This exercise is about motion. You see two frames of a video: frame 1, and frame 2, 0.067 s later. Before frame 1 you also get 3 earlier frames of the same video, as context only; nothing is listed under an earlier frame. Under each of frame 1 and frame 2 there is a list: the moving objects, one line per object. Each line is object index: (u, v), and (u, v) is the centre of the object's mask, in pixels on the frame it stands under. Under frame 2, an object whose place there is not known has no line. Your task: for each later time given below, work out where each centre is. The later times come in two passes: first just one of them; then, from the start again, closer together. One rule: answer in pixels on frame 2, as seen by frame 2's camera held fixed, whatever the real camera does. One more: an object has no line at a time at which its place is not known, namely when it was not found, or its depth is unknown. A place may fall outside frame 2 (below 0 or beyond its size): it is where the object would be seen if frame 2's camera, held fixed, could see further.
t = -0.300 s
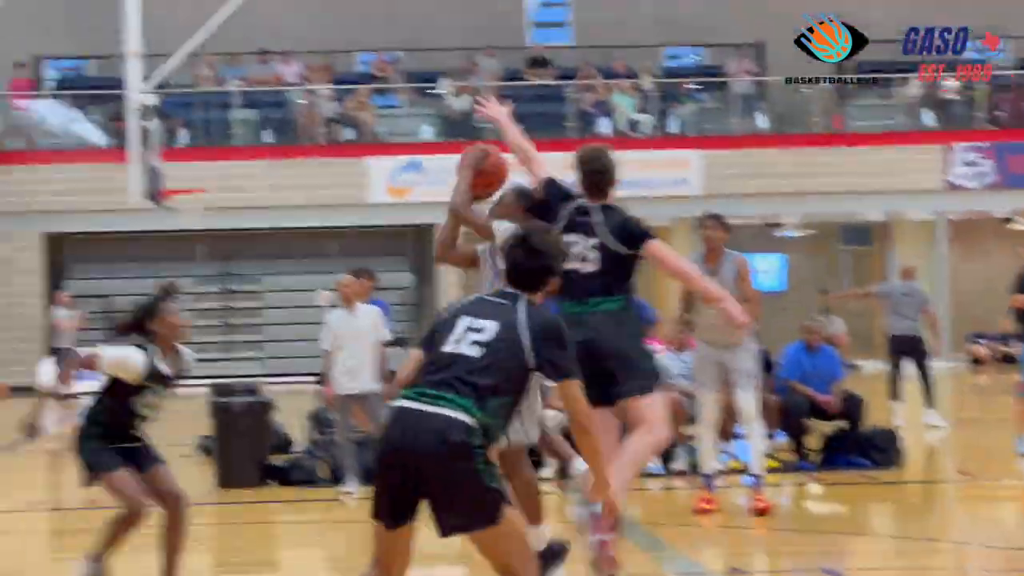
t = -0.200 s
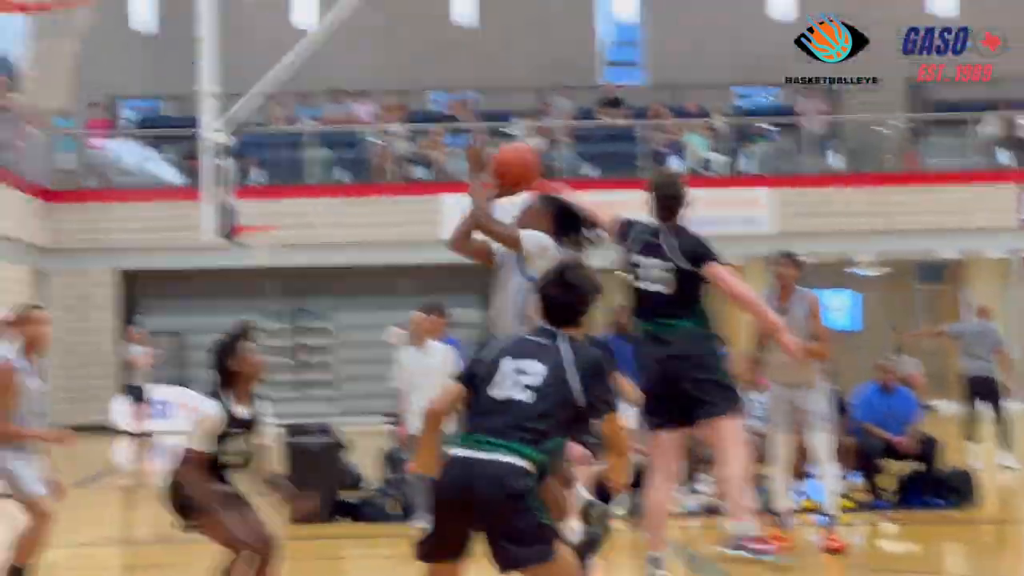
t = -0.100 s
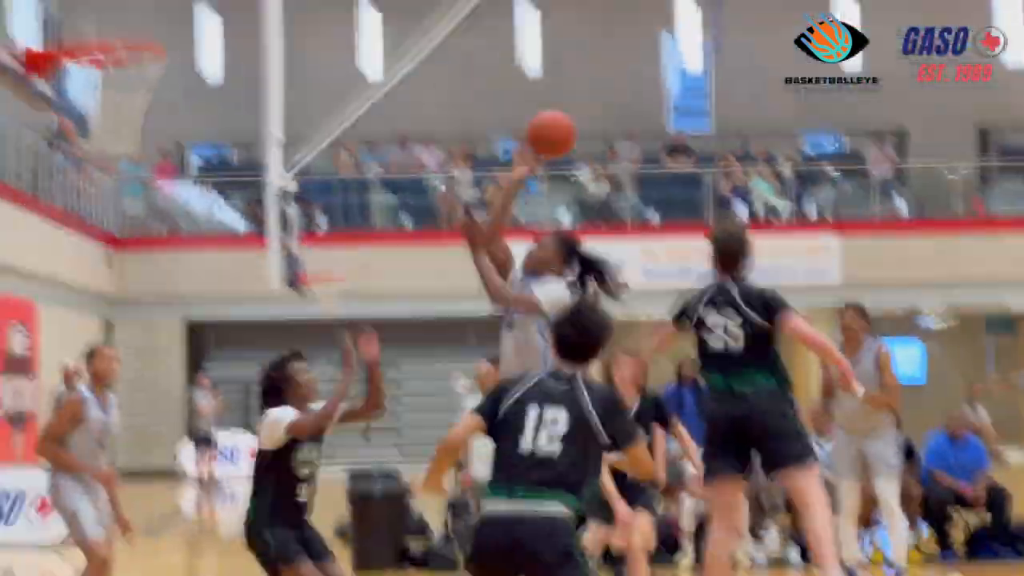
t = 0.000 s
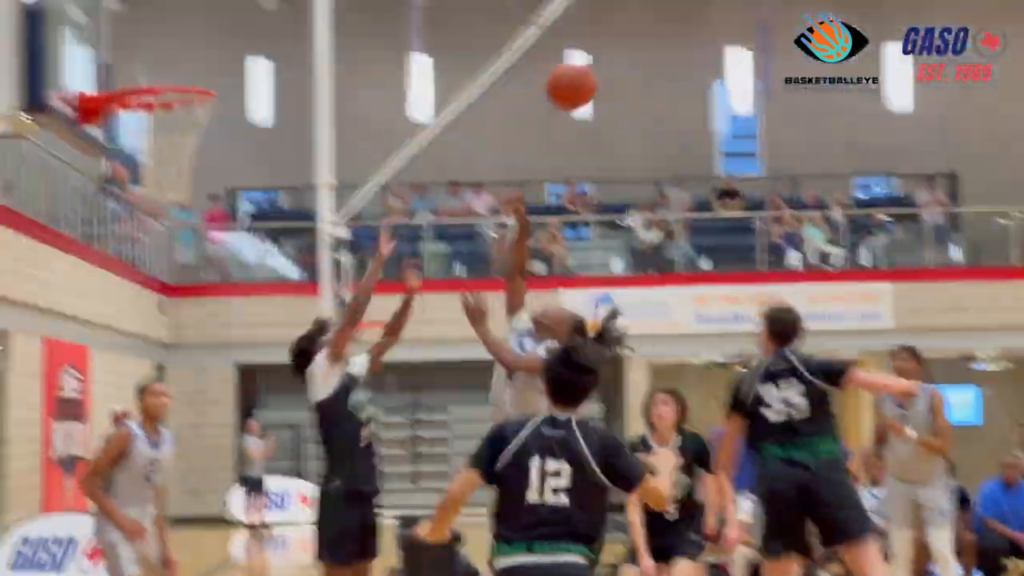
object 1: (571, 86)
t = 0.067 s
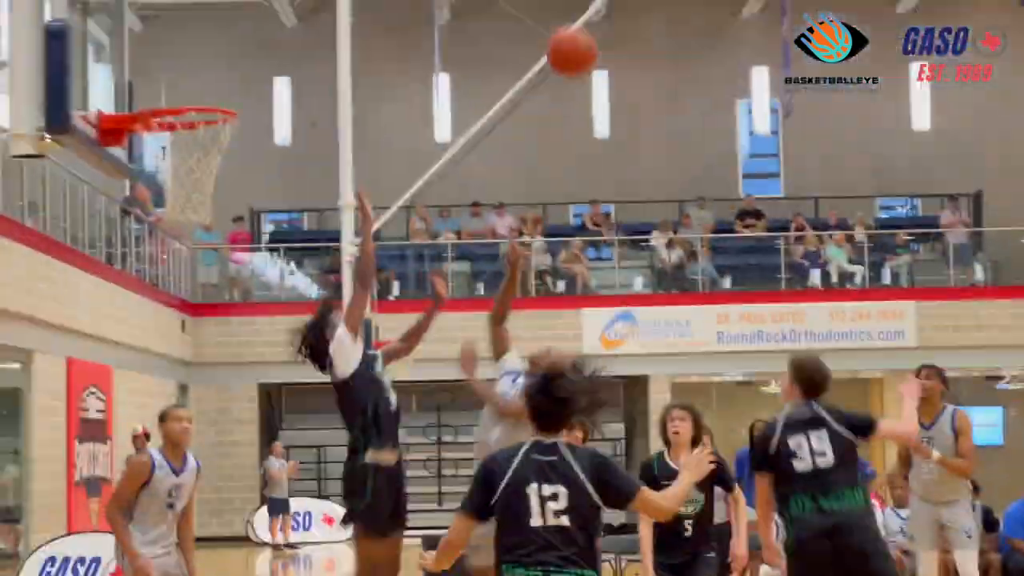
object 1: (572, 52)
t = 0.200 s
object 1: (535, -21)
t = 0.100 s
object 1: (562, 28)
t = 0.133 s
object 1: (556, 7)
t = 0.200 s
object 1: (535, -21)
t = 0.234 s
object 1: (526, -33)
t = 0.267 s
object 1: (516, -45)
